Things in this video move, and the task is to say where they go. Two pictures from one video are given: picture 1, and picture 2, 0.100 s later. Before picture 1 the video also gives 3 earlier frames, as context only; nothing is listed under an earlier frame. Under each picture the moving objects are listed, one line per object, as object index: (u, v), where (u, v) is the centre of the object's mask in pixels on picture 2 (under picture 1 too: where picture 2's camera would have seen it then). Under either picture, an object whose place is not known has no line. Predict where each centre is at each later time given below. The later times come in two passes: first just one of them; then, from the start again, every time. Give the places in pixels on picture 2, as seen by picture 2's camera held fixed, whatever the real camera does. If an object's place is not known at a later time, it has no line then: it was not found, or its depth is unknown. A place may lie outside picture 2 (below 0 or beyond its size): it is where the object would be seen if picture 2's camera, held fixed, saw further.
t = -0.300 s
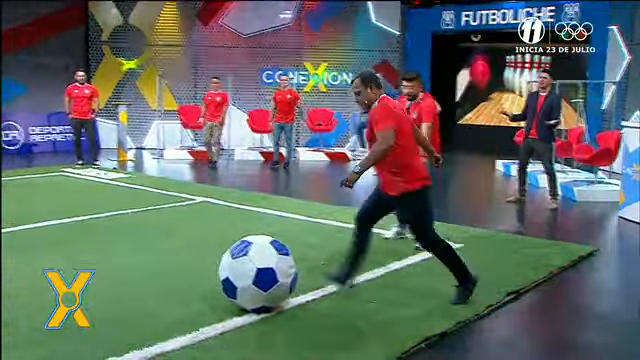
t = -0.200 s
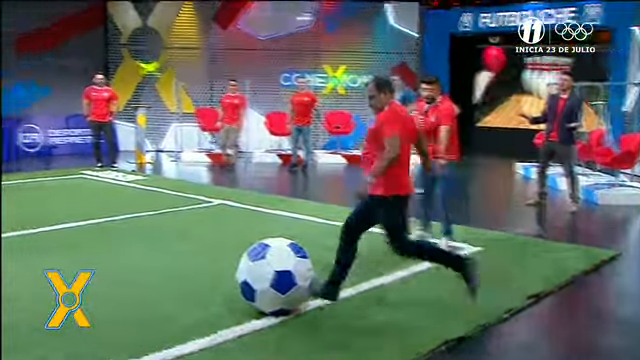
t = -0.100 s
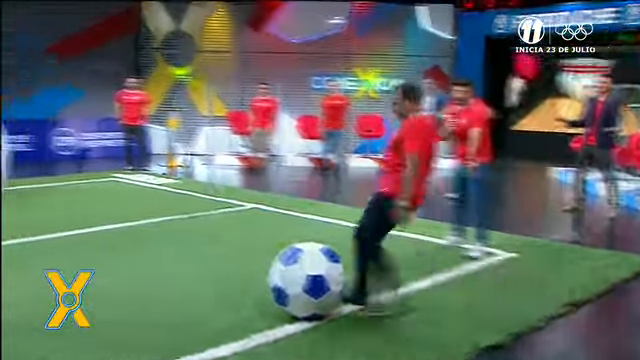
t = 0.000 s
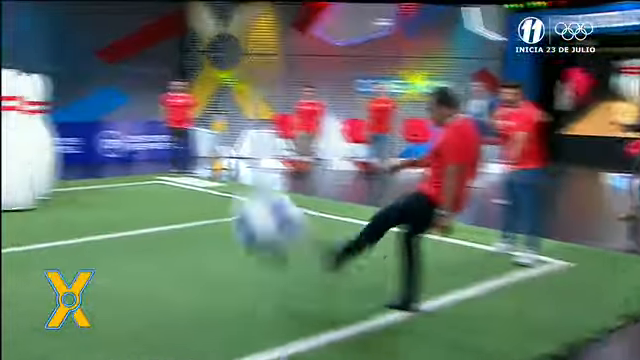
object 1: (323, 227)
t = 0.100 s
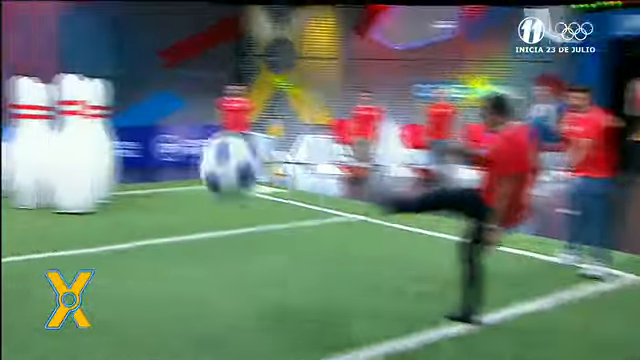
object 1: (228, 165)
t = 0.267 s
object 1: (122, 113)
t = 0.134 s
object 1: (205, 151)
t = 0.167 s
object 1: (181, 139)
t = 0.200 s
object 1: (160, 128)
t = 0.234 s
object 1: (139, 121)
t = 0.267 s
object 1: (122, 113)
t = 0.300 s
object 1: (106, 109)
